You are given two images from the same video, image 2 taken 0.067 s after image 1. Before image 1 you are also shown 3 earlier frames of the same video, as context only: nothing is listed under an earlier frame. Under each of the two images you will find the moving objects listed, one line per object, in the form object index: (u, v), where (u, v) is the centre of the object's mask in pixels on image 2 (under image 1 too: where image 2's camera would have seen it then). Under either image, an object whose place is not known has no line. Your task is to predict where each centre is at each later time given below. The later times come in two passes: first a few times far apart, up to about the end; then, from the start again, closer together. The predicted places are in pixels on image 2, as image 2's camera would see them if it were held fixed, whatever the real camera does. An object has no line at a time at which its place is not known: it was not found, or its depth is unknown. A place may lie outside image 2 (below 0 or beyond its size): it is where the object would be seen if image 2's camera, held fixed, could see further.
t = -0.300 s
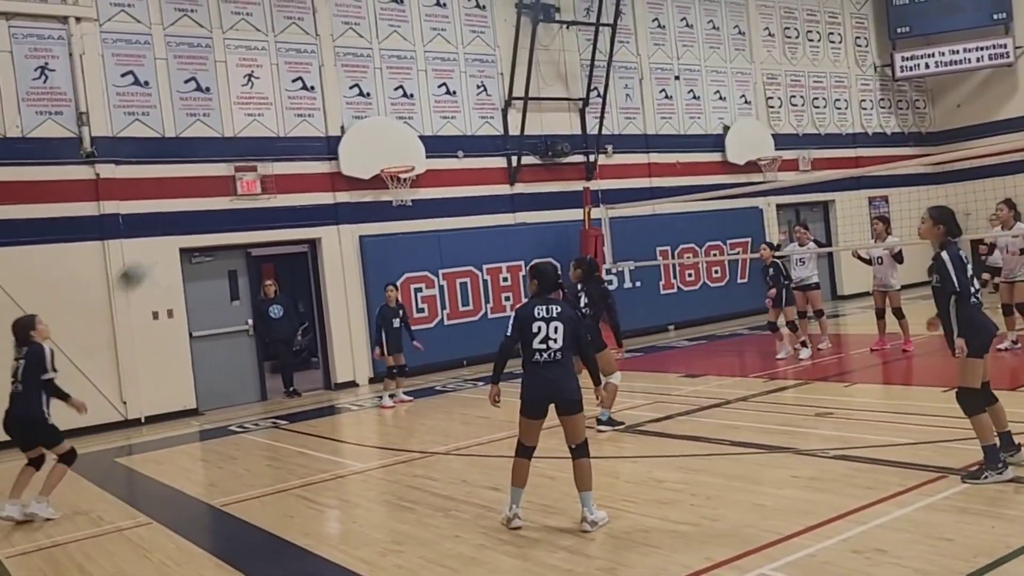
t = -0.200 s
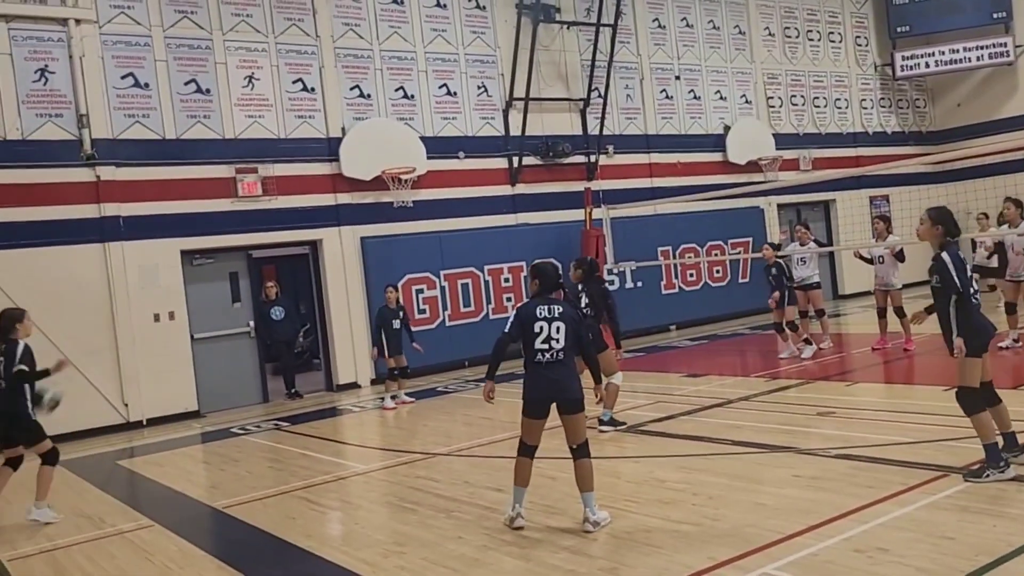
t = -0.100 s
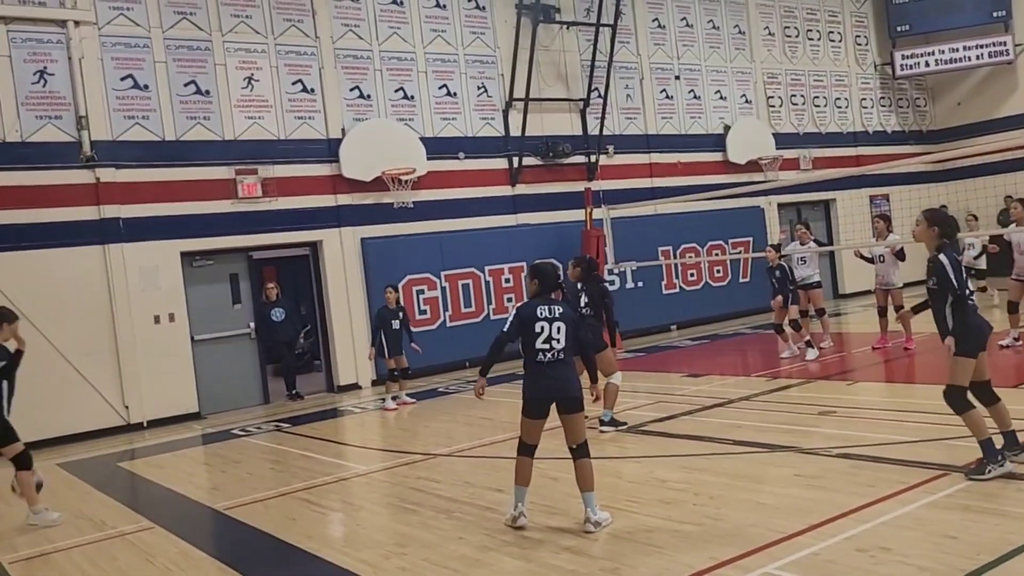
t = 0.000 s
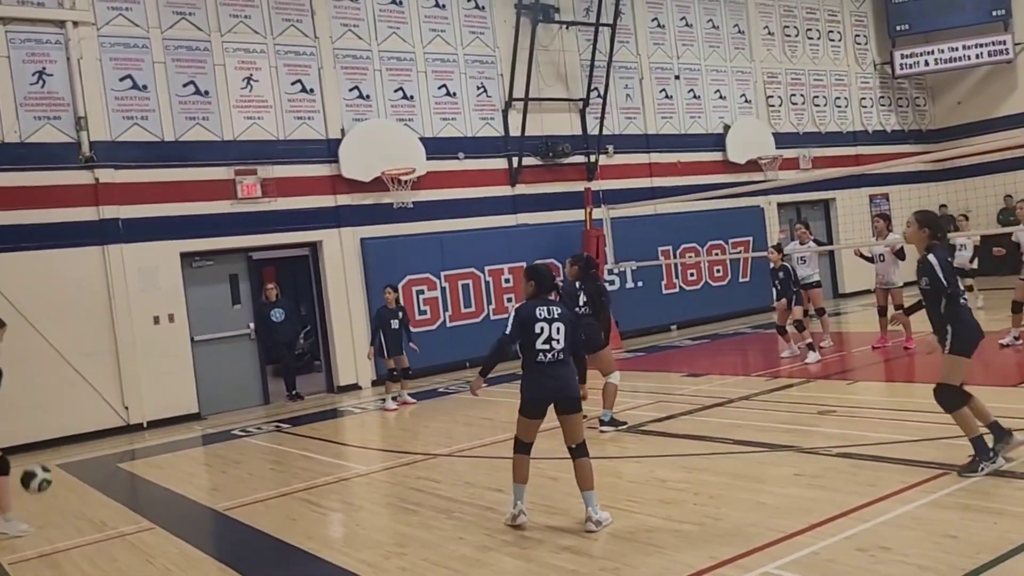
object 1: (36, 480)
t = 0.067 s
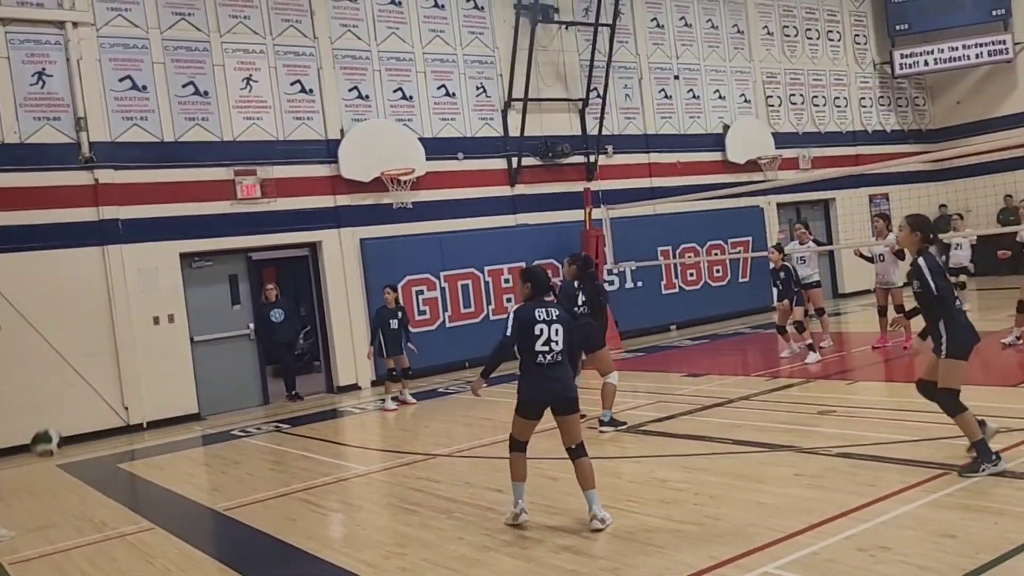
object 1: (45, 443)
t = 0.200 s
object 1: (69, 390)
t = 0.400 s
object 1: (105, 354)
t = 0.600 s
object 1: (149, 369)
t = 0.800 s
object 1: (197, 436)
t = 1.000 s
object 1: (234, 442)
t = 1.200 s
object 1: (266, 393)
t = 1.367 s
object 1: (294, 390)
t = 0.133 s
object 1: (57, 414)
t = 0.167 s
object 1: (63, 401)
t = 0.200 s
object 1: (69, 390)
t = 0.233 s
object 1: (74, 380)
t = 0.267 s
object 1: (80, 371)
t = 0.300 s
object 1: (87, 365)
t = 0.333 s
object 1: (92, 360)
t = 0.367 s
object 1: (99, 356)
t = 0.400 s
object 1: (105, 354)
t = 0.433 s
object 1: (112, 353)
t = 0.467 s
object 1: (119, 353)
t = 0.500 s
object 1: (126, 355)
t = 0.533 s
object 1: (133, 359)
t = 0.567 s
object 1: (141, 363)
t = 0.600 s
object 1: (149, 369)
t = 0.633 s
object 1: (156, 377)
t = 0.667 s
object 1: (163, 386)
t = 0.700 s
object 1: (171, 396)
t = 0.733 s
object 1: (180, 408)
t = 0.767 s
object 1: (189, 422)
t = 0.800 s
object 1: (197, 436)
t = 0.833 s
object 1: (204, 452)
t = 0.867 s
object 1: (213, 469)
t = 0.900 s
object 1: (221, 486)
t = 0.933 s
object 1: (225, 470)
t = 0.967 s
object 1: (230, 455)
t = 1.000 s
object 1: (234, 442)
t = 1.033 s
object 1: (239, 430)
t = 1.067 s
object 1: (244, 419)
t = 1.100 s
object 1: (249, 410)
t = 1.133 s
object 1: (254, 403)
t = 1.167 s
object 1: (260, 397)
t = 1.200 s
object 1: (266, 393)
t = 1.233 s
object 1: (271, 390)
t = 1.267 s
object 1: (276, 388)
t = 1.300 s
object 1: (282, 388)
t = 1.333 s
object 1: (289, 388)
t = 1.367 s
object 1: (294, 390)
